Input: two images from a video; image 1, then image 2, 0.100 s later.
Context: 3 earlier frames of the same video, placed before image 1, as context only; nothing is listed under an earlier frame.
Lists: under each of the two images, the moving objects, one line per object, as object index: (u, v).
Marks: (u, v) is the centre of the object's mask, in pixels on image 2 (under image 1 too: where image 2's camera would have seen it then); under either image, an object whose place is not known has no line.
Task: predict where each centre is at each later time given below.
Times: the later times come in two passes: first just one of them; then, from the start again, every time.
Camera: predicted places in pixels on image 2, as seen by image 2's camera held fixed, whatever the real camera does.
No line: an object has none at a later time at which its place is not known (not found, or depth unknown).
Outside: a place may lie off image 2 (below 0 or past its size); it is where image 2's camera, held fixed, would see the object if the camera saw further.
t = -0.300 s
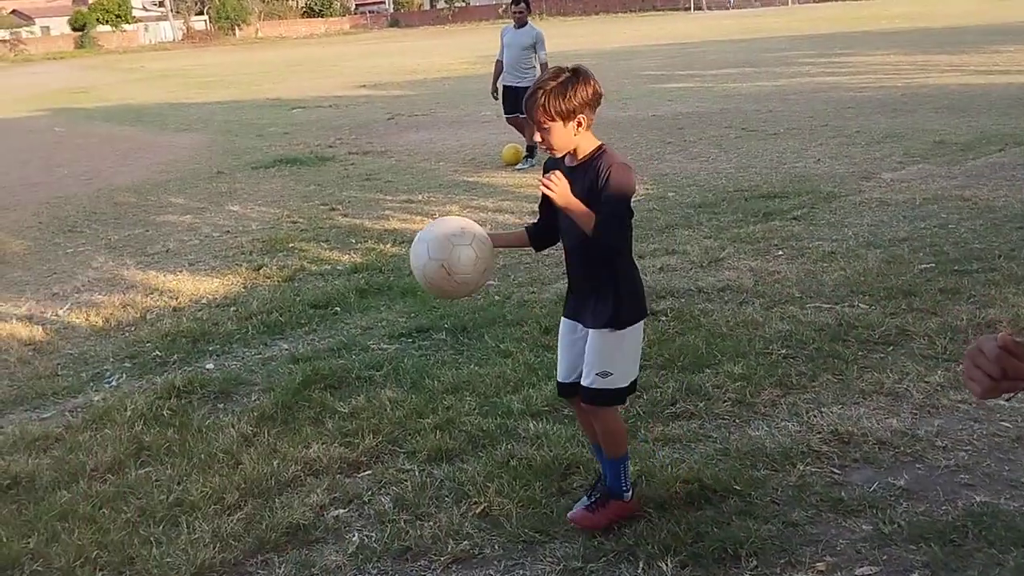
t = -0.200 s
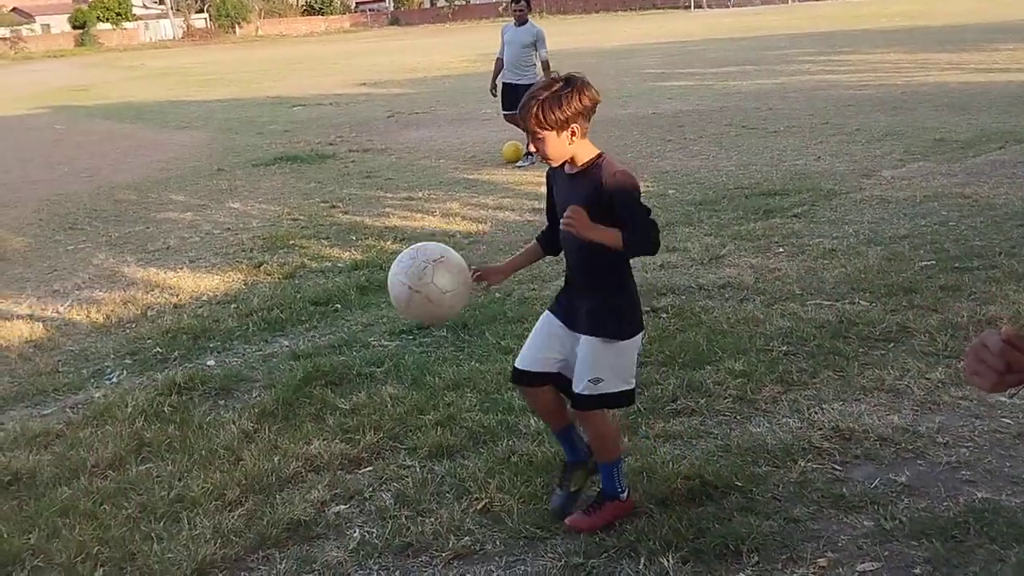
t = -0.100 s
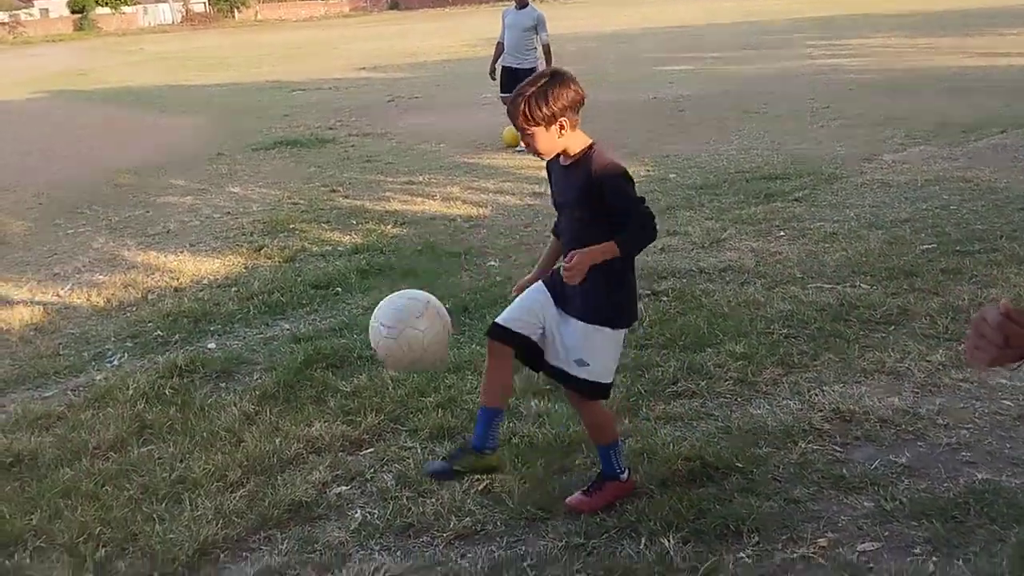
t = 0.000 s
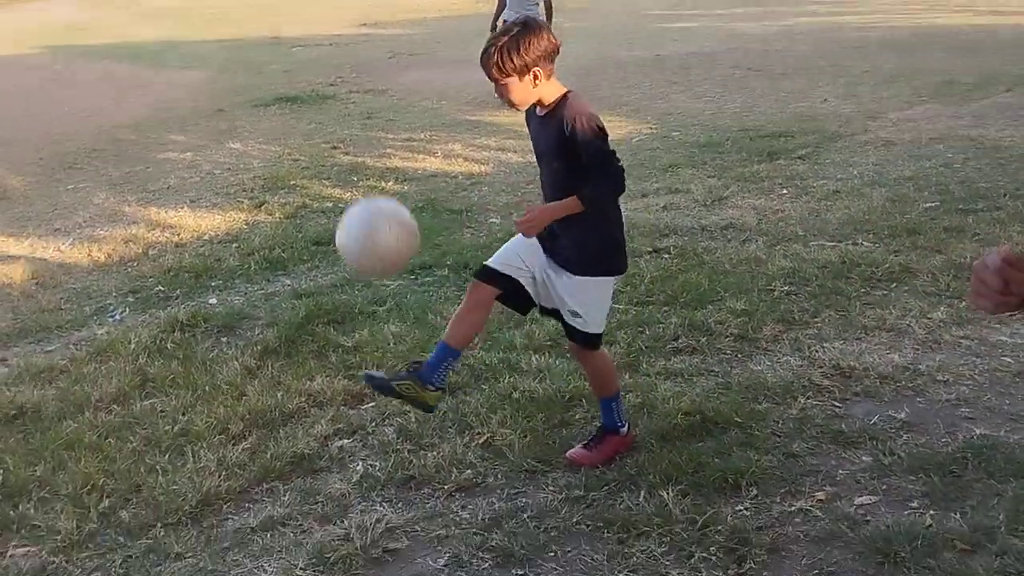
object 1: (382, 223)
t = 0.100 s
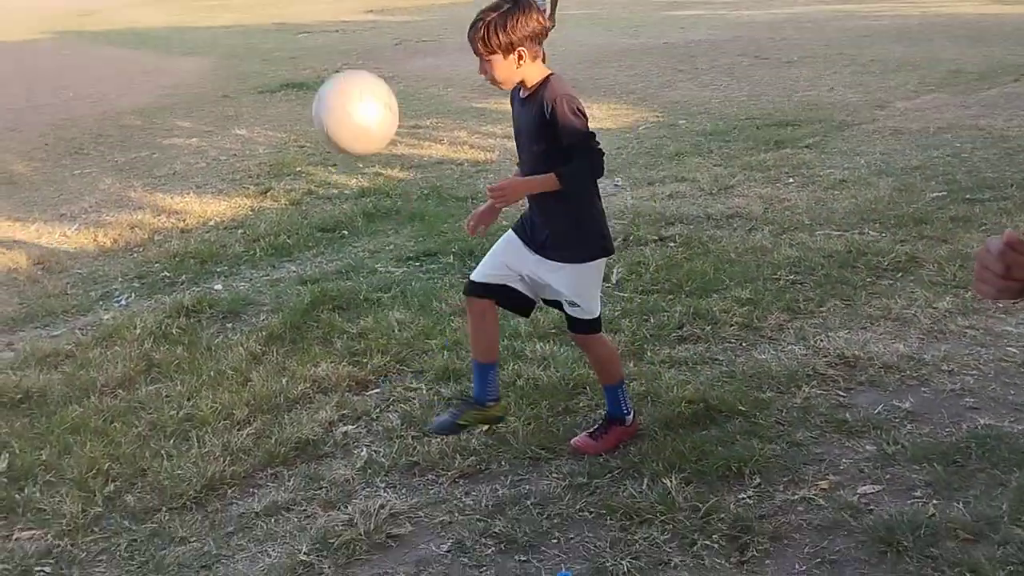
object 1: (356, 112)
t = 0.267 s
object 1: (318, 21)
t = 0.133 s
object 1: (347, 82)
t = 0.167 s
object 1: (339, 55)
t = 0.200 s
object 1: (332, 37)
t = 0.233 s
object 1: (325, 28)
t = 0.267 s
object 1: (318, 21)
